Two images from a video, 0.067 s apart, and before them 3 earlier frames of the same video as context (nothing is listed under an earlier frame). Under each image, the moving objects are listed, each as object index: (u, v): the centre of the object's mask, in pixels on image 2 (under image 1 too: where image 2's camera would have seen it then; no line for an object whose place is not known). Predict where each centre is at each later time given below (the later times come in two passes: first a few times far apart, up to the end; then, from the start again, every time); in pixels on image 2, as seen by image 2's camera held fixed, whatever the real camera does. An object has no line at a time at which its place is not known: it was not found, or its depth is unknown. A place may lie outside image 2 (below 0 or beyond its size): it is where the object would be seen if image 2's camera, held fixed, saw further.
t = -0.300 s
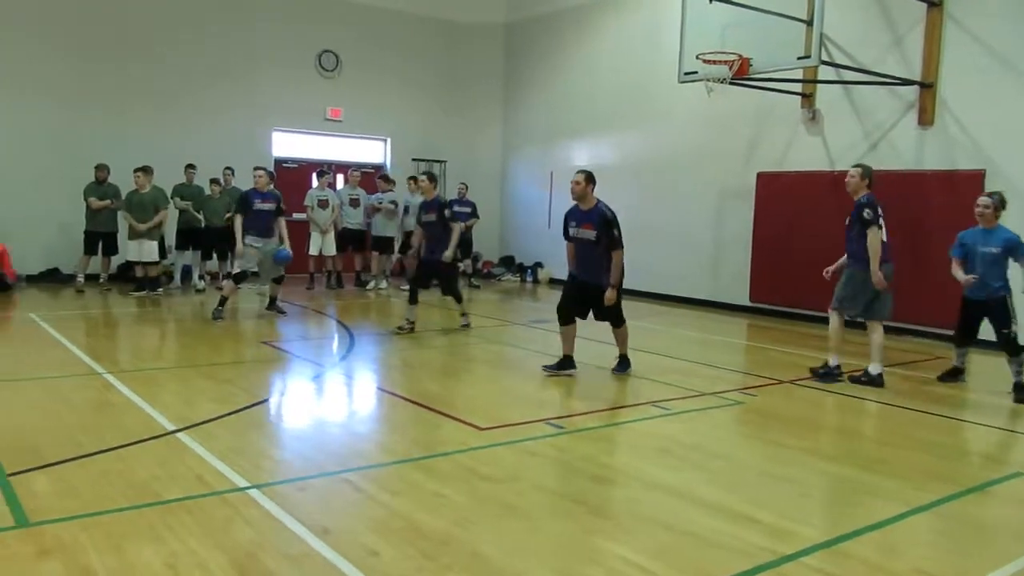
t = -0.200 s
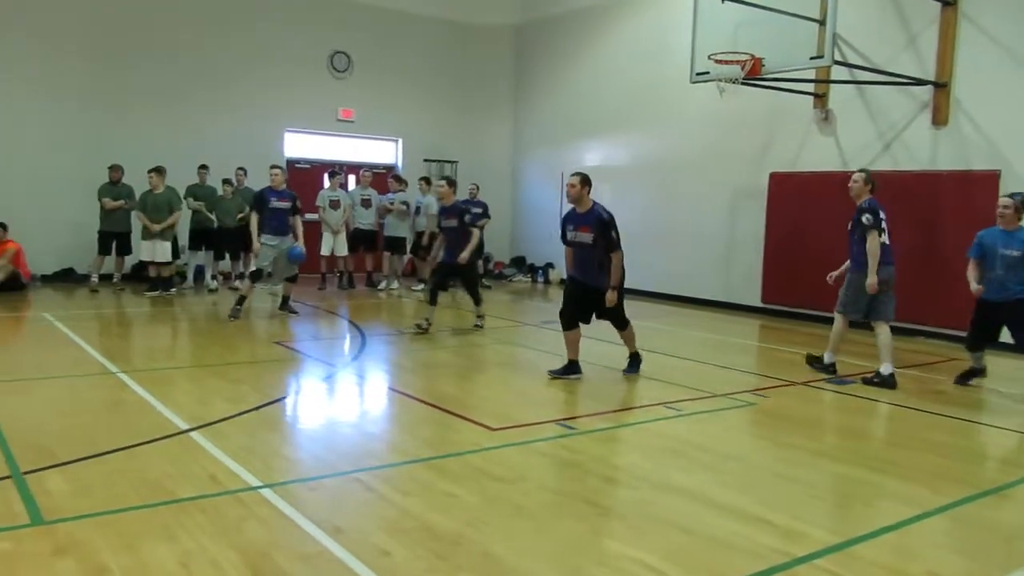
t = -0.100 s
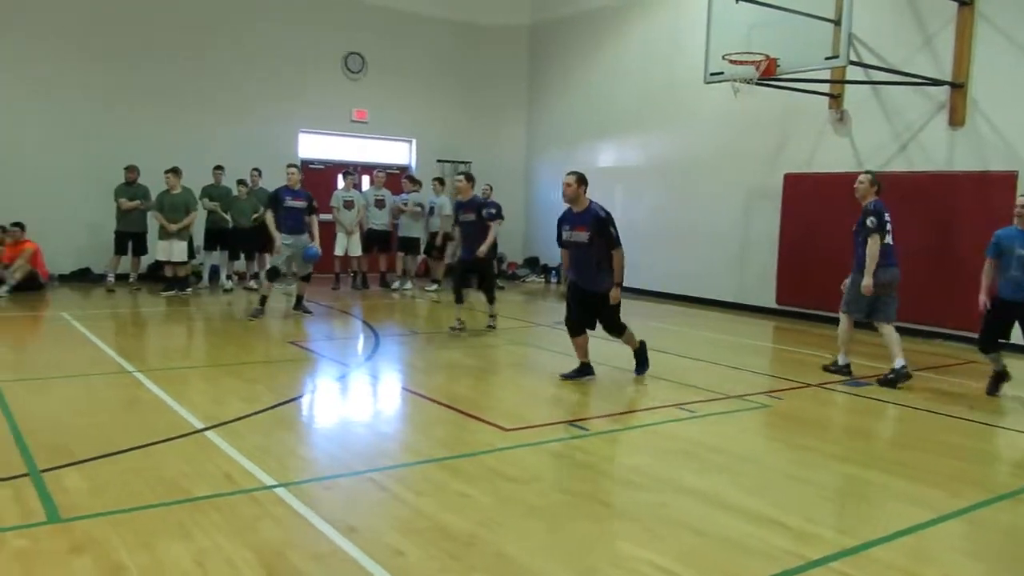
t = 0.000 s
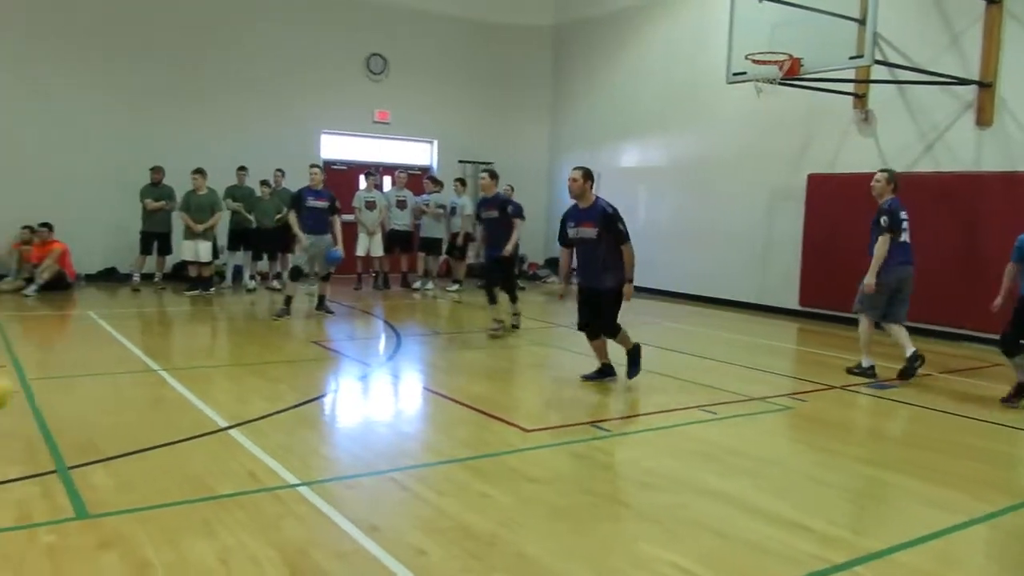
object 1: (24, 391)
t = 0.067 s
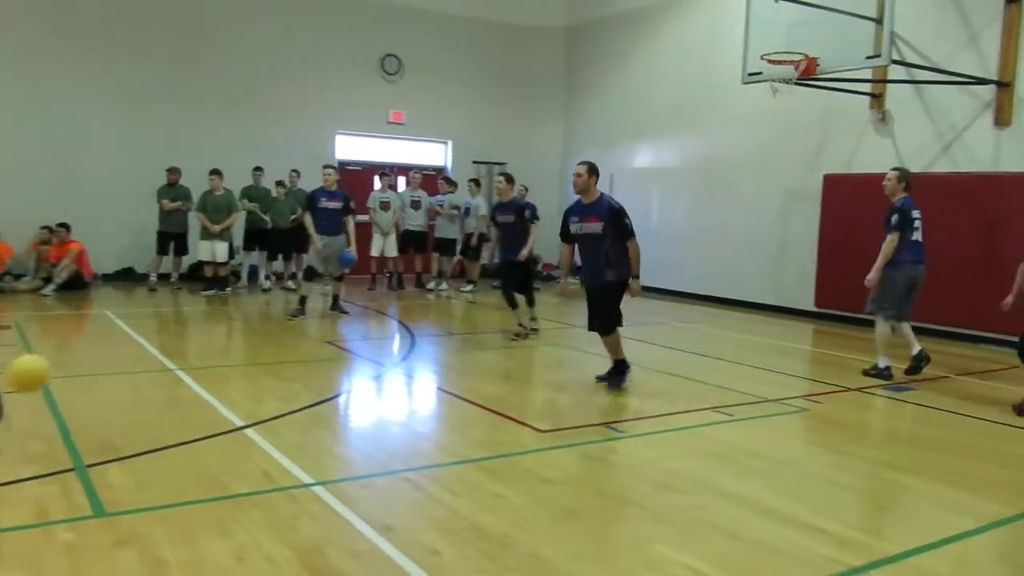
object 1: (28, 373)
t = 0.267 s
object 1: (87, 362)
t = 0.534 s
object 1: (158, 410)
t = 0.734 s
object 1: (207, 398)
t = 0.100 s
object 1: (38, 366)
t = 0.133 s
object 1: (48, 361)
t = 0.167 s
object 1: (58, 358)
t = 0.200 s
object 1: (68, 358)
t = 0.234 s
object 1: (78, 359)
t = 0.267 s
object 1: (87, 362)
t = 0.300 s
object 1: (96, 368)
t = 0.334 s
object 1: (106, 375)
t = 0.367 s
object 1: (115, 383)
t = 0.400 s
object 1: (124, 394)
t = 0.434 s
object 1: (134, 406)
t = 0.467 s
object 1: (143, 422)
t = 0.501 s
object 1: (149, 421)
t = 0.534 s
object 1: (158, 410)
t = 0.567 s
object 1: (166, 404)
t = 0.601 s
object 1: (174, 399)
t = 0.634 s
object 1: (183, 396)
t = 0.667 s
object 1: (190, 394)
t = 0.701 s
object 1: (198, 396)
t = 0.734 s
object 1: (207, 398)
